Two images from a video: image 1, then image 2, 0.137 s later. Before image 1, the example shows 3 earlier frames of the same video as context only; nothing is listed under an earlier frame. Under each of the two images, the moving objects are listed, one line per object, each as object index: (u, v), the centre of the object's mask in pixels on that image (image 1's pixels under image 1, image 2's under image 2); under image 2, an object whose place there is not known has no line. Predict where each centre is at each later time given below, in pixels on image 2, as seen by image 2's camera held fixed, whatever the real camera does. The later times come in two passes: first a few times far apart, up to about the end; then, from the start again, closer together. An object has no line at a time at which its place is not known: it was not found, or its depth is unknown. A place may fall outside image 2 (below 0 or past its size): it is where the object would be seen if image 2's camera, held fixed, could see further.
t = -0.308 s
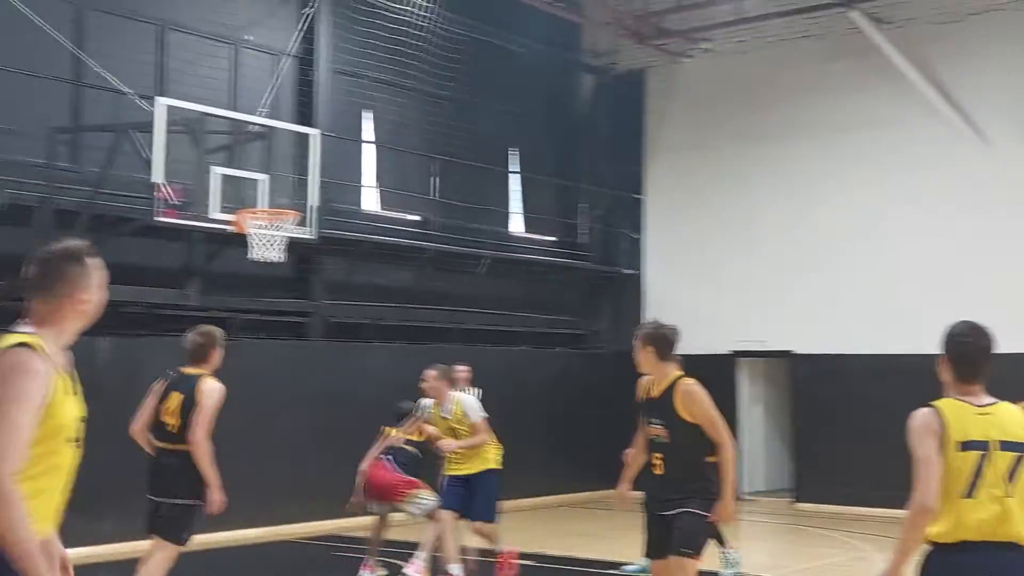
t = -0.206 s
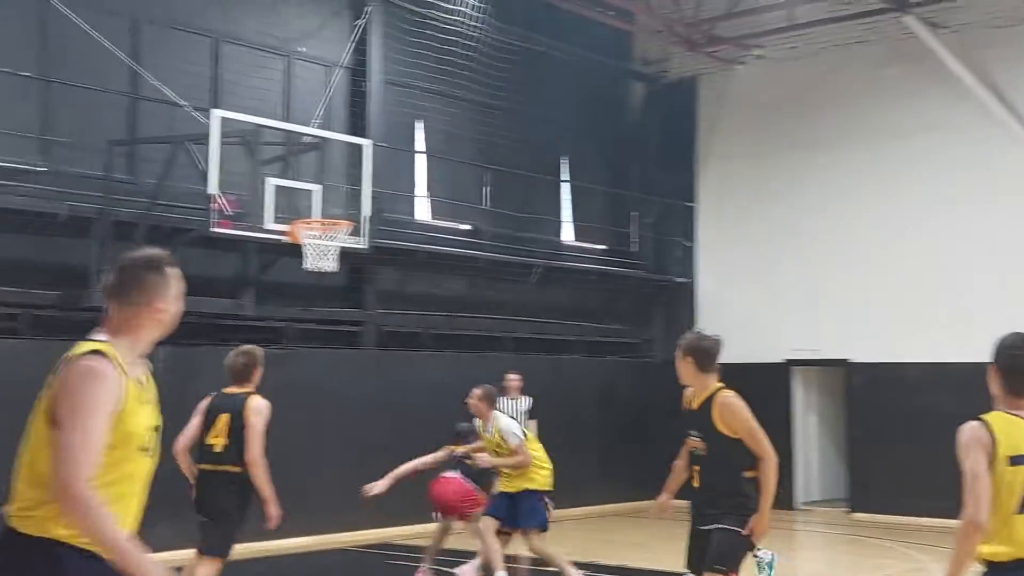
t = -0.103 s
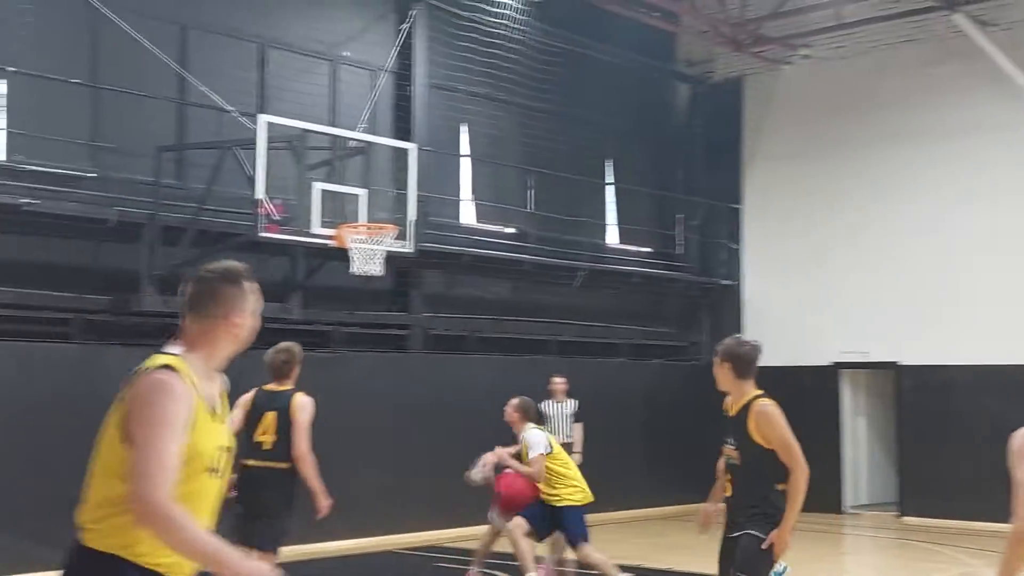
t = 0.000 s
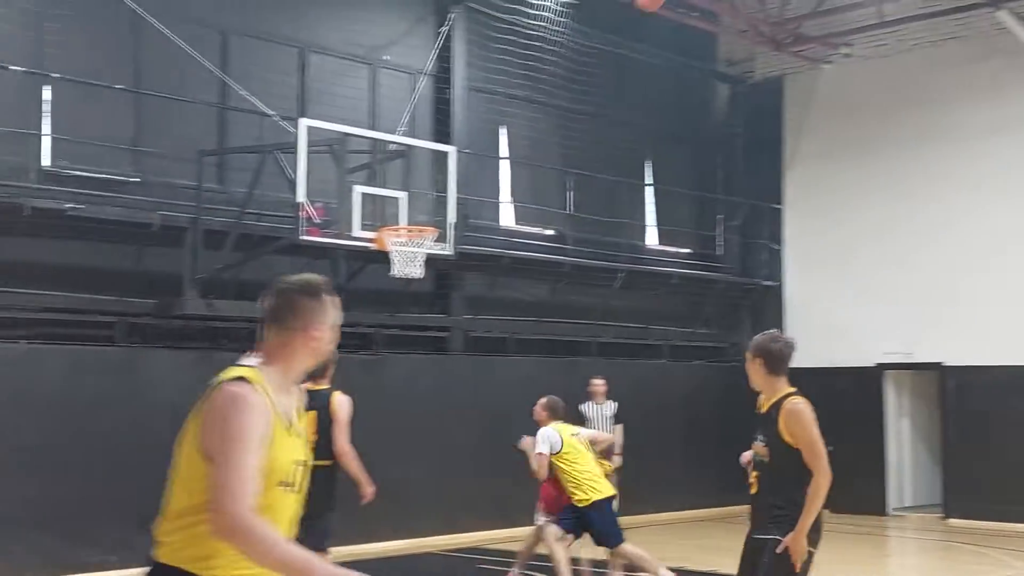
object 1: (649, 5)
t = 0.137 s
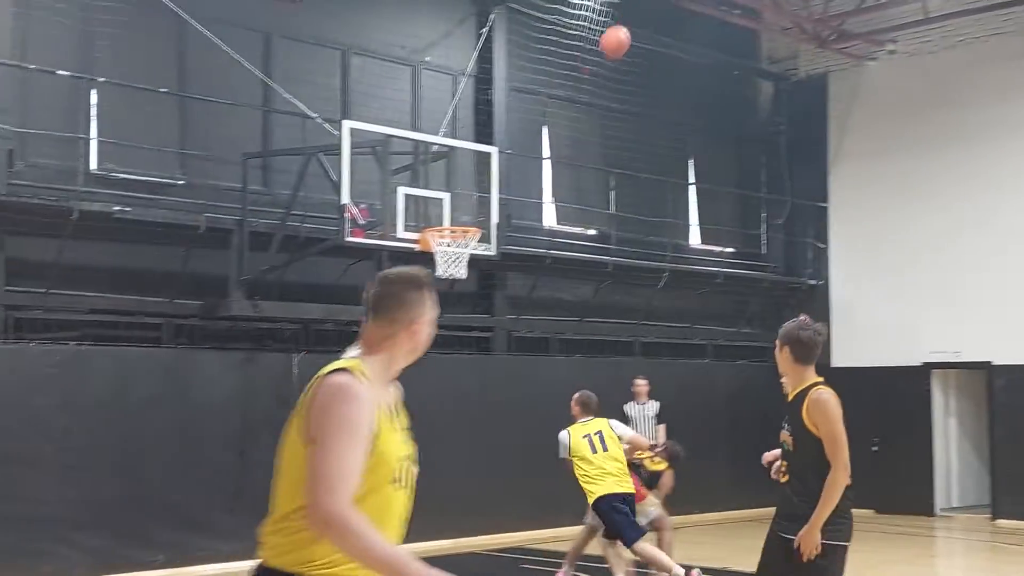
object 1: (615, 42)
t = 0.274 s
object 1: (545, 107)
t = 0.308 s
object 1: (528, 125)
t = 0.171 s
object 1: (598, 56)
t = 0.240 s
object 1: (563, 88)
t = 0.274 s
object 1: (545, 107)
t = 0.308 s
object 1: (528, 125)
